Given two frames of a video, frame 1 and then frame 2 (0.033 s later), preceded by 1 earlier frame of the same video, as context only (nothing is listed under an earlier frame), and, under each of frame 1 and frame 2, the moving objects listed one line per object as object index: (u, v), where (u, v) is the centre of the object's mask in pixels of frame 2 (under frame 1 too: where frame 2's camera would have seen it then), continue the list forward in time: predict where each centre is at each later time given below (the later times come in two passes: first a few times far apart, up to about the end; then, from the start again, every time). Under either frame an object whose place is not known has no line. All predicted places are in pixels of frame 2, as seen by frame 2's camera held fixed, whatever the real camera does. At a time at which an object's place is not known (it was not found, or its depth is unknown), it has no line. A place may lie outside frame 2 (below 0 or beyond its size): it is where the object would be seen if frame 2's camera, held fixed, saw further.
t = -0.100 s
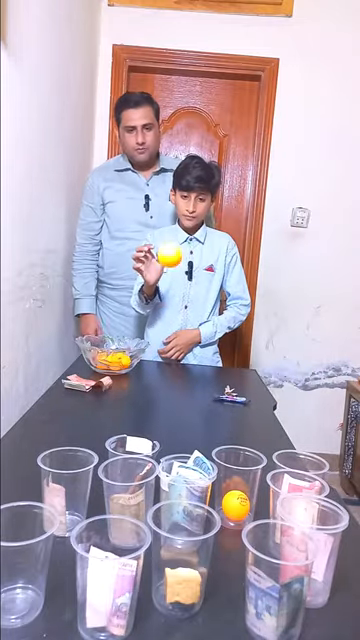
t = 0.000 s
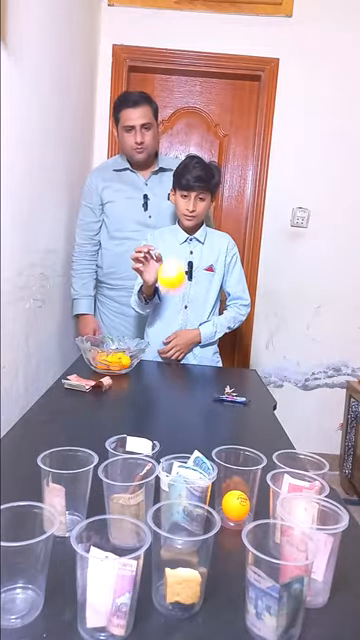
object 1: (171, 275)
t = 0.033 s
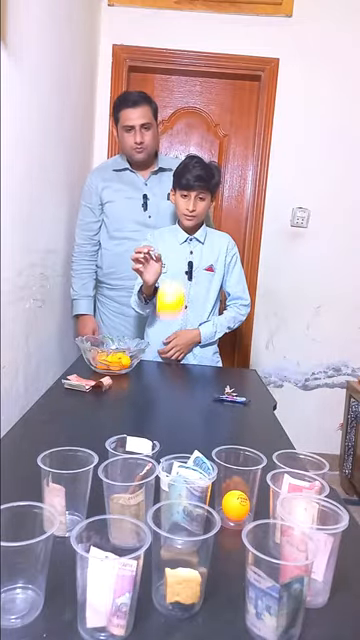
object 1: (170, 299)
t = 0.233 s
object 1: (139, 533)
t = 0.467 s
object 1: (99, 573)
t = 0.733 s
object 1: (104, 584)
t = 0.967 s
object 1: (105, 584)
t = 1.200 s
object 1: (105, 584)
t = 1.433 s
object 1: (105, 584)
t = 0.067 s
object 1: (170, 334)
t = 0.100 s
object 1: (168, 382)
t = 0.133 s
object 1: (166, 432)
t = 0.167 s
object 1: (156, 496)
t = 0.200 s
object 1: (142, 525)
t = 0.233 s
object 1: (139, 533)
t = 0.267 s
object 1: (139, 507)
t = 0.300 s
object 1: (137, 498)
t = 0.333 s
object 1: (131, 493)
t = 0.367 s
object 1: (124, 497)
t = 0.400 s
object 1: (115, 512)
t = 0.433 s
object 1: (108, 534)
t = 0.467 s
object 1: (99, 573)
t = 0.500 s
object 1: (98, 589)
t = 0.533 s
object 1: (99, 590)
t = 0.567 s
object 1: (101, 590)
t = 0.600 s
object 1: (103, 589)
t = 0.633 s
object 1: (105, 588)
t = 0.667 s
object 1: (105, 584)
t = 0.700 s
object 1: (104, 583)
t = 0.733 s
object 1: (104, 584)
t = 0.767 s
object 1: (105, 584)
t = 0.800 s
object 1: (105, 585)
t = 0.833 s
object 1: (105, 584)
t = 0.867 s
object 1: (105, 584)
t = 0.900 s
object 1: (105, 584)
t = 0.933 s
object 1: (105, 585)
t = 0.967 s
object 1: (105, 584)
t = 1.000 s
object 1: (105, 584)
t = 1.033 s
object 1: (105, 585)
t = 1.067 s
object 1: (105, 584)
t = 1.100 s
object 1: (105, 585)
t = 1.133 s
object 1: (105, 584)
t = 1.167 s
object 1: (105, 584)
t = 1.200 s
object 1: (105, 584)
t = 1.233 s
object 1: (105, 585)
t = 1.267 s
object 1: (105, 584)
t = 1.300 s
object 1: (105, 584)
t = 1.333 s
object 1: (105, 584)
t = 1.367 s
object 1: (105, 584)
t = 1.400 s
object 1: (105, 584)
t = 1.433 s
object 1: (105, 584)
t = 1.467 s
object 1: (105, 584)
